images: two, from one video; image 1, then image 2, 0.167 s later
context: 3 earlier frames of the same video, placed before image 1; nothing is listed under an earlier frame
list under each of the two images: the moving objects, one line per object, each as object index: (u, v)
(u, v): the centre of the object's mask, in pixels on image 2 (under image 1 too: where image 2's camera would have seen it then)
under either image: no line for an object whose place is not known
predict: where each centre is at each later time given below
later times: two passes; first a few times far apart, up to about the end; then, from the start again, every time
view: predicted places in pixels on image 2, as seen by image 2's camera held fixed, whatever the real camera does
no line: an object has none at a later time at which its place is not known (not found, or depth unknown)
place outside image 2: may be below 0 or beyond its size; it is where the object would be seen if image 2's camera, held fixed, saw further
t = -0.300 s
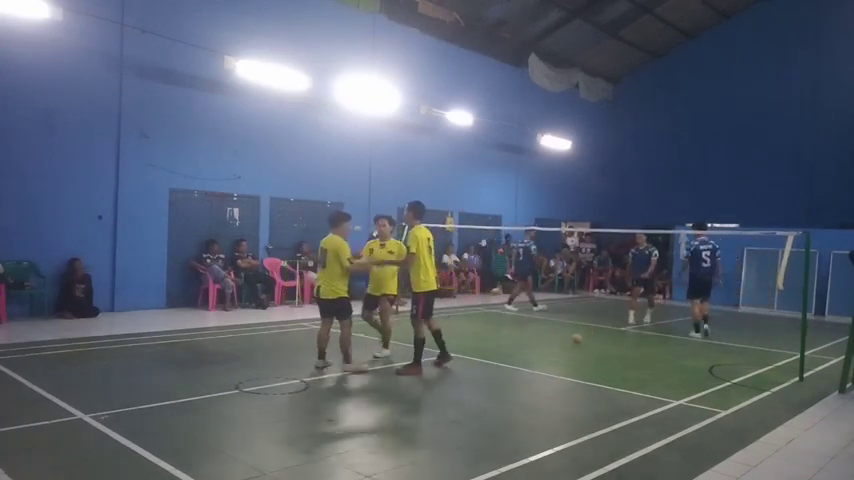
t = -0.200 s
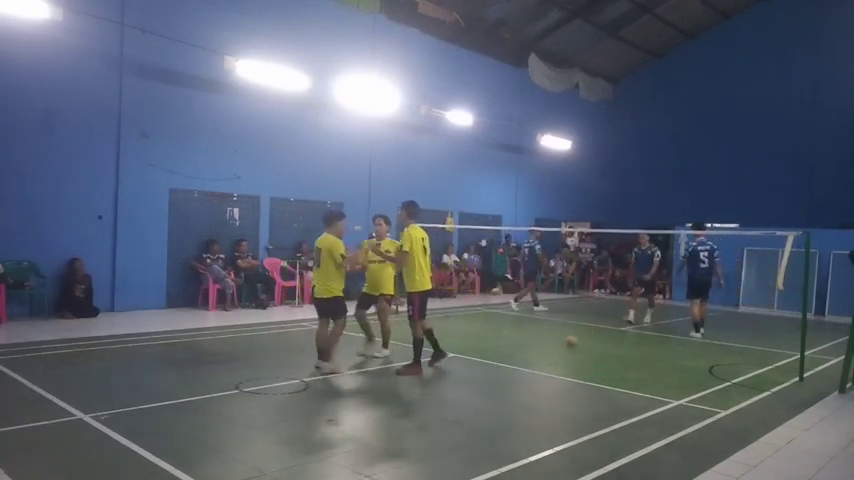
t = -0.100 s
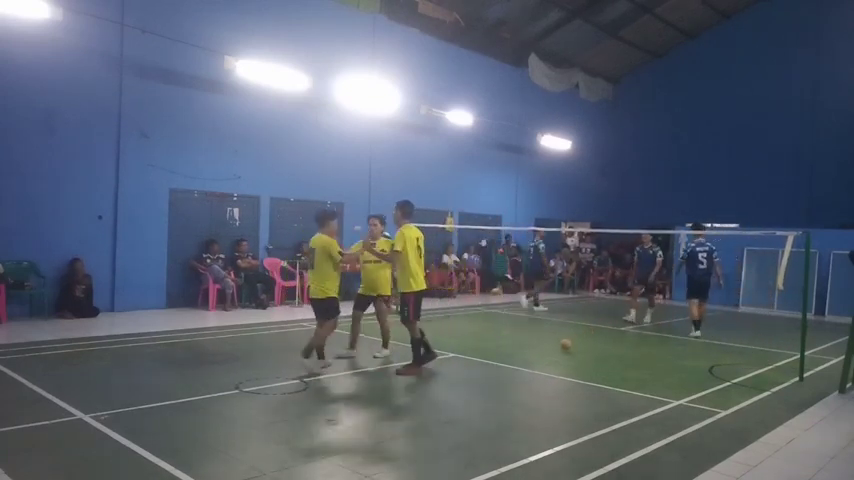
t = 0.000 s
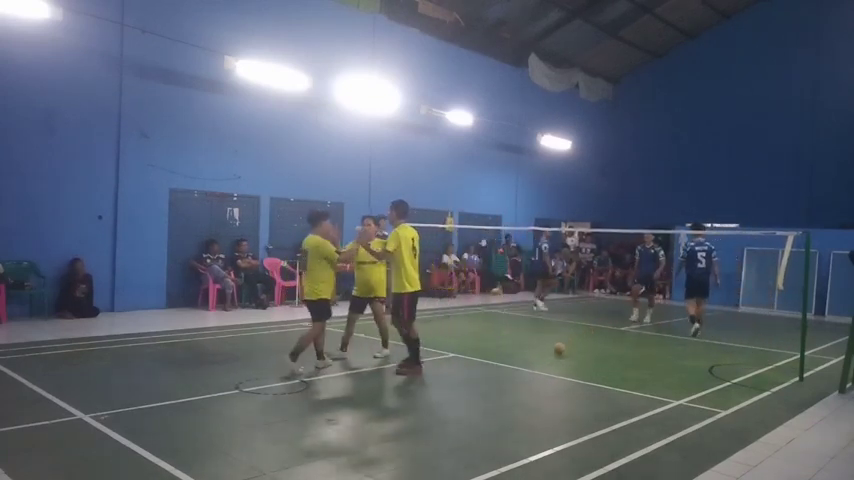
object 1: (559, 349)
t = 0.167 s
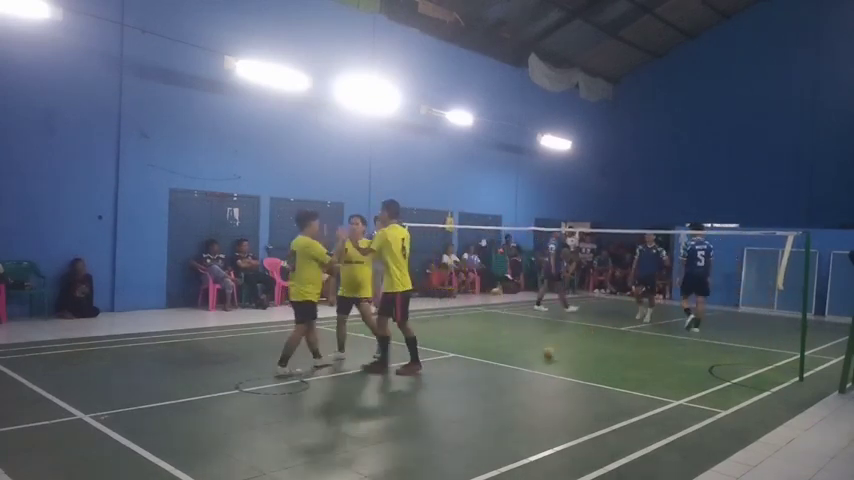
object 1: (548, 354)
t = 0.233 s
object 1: (544, 356)
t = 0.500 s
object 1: (524, 365)
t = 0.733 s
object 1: (504, 374)
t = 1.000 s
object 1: (478, 385)
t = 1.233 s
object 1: (450, 396)
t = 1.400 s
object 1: (428, 404)
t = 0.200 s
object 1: (546, 355)
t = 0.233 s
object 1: (544, 356)
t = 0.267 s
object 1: (541, 358)
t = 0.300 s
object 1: (539, 358)
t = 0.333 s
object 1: (536, 360)
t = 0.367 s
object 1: (534, 361)
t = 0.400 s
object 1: (531, 362)
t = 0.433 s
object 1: (529, 362)
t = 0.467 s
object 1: (526, 363)
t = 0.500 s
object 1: (524, 365)
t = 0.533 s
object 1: (521, 366)
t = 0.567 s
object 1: (518, 367)
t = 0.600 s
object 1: (515, 369)
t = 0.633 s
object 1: (513, 370)
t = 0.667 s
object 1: (510, 371)
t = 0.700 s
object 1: (507, 371)
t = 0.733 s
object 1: (504, 374)
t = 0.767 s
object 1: (501, 375)
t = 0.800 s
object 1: (498, 376)
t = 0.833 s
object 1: (495, 377)
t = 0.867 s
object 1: (491, 378)
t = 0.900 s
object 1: (488, 380)
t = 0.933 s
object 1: (485, 382)
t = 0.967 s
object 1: (481, 383)
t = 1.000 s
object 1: (478, 385)
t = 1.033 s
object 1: (474, 386)
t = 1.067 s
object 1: (470, 388)
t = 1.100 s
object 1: (466, 389)
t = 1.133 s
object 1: (463, 391)
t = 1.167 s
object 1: (457, 393)
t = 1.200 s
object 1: (454, 394)
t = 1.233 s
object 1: (450, 396)
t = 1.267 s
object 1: (446, 398)
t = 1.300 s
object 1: (440, 400)
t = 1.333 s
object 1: (436, 401)
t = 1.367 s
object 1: (432, 403)
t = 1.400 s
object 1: (428, 404)
